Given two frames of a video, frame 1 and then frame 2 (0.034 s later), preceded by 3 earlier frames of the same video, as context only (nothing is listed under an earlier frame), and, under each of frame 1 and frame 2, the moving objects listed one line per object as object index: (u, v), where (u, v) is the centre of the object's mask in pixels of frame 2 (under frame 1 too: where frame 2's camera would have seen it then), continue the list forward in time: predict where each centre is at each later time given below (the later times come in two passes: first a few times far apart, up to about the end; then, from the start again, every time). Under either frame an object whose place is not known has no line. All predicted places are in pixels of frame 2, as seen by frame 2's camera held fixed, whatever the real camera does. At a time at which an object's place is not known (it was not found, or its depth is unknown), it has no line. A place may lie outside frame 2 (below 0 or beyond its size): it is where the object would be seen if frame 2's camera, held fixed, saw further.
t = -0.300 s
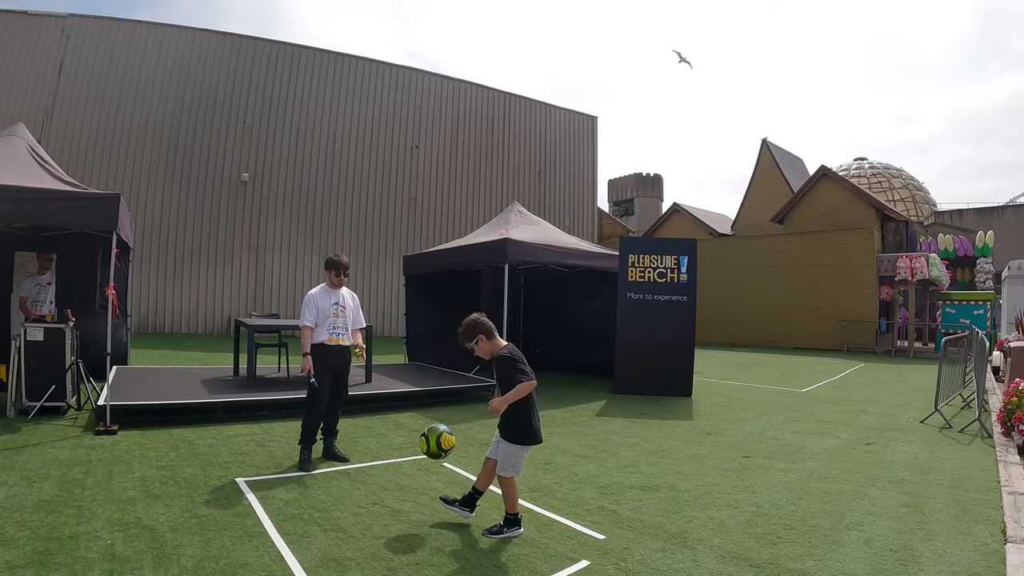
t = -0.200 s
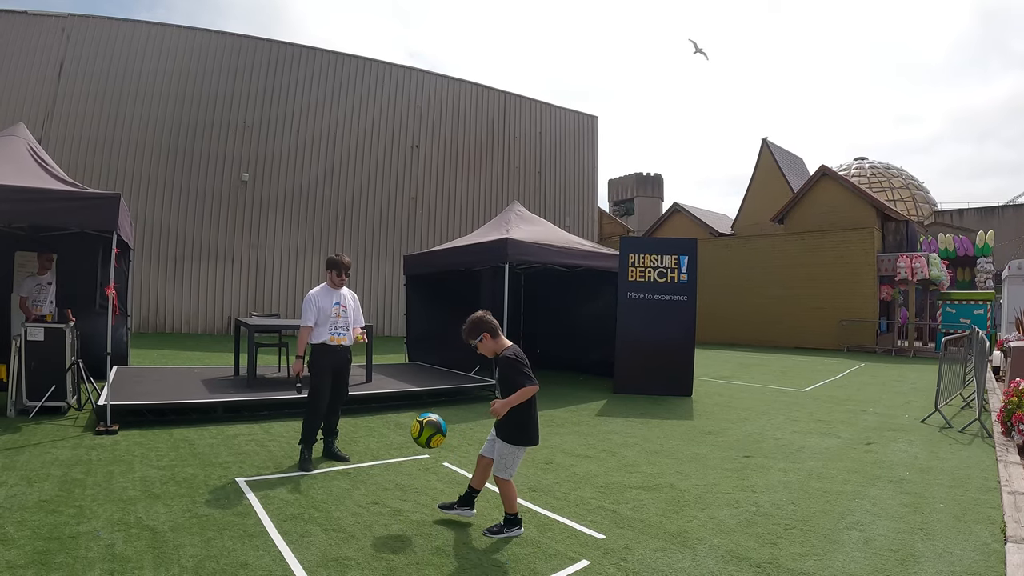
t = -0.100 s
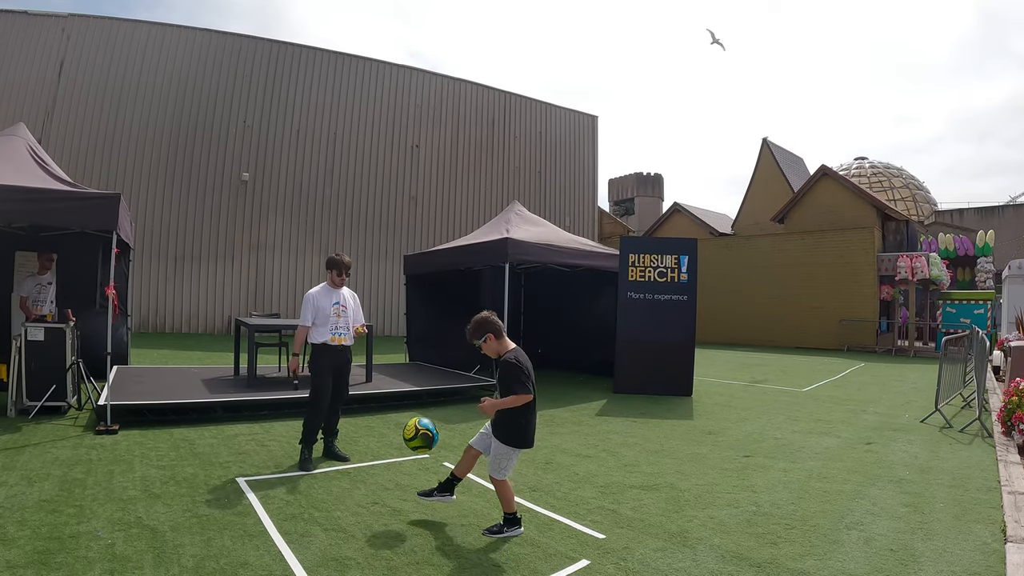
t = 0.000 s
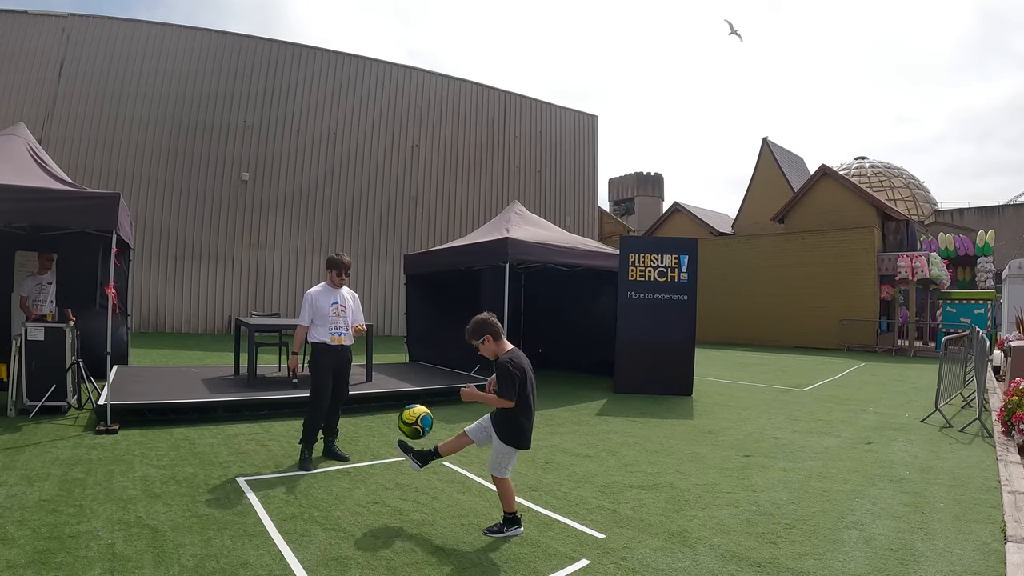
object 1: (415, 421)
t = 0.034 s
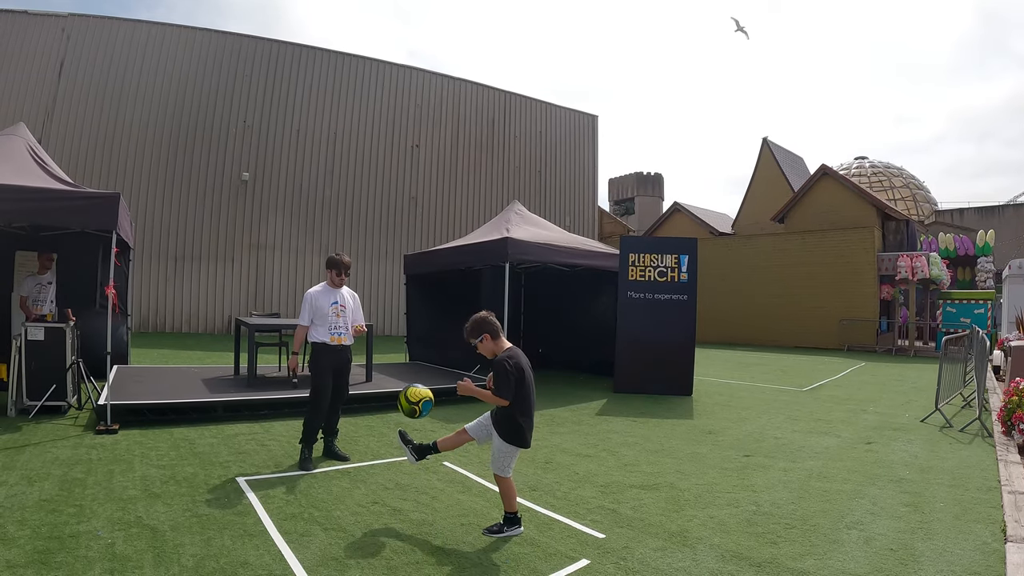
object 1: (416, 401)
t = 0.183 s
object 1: (420, 328)
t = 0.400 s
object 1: (427, 287)
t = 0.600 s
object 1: (432, 309)
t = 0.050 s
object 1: (416, 391)
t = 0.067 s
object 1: (416, 382)
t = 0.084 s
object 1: (416, 373)
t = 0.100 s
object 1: (417, 364)
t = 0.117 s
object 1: (417, 356)
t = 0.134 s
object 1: (418, 348)
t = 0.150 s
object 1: (419, 341)
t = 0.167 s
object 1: (419, 334)
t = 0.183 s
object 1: (420, 328)
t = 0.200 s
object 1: (421, 322)
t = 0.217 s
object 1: (422, 316)
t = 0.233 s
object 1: (422, 312)
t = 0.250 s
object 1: (423, 307)
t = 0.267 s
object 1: (424, 303)
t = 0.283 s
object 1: (424, 300)
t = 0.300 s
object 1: (425, 297)
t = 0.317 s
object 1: (425, 294)
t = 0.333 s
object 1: (426, 292)
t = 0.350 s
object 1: (426, 290)
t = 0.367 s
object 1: (427, 289)
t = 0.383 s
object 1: (427, 288)
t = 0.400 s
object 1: (427, 287)
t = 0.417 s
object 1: (427, 287)
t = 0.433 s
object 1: (428, 287)
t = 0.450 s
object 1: (428, 287)
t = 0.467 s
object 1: (428, 288)
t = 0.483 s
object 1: (429, 289)
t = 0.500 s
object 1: (429, 291)
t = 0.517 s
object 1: (429, 293)
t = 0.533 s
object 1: (430, 295)
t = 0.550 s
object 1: (430, 298)
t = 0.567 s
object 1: (430, 301)
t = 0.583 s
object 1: (431, 305)
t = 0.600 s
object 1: (432, 309)
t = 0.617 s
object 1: (432, 313)
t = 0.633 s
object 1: (433, 318)
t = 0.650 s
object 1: (433, 324)
